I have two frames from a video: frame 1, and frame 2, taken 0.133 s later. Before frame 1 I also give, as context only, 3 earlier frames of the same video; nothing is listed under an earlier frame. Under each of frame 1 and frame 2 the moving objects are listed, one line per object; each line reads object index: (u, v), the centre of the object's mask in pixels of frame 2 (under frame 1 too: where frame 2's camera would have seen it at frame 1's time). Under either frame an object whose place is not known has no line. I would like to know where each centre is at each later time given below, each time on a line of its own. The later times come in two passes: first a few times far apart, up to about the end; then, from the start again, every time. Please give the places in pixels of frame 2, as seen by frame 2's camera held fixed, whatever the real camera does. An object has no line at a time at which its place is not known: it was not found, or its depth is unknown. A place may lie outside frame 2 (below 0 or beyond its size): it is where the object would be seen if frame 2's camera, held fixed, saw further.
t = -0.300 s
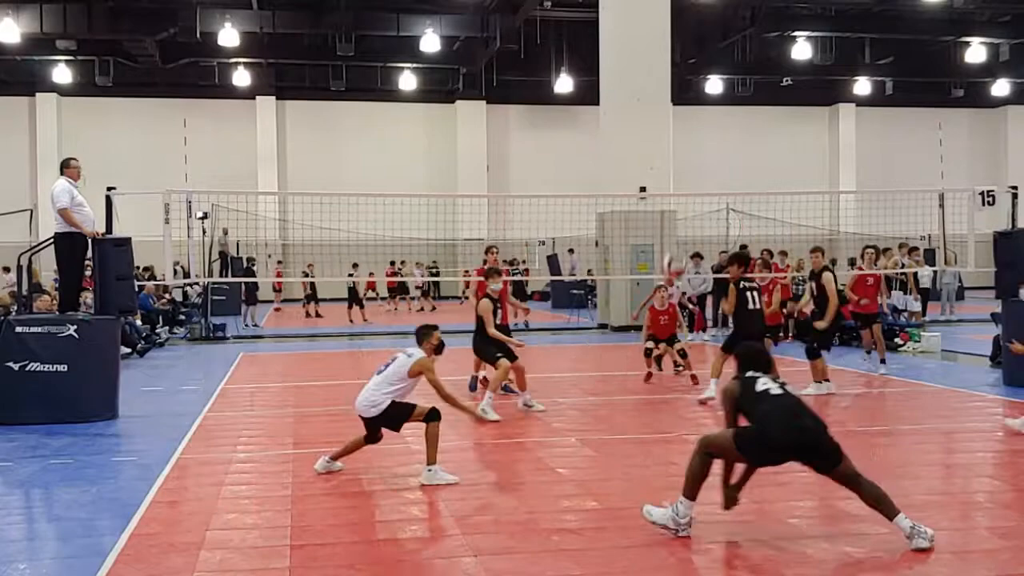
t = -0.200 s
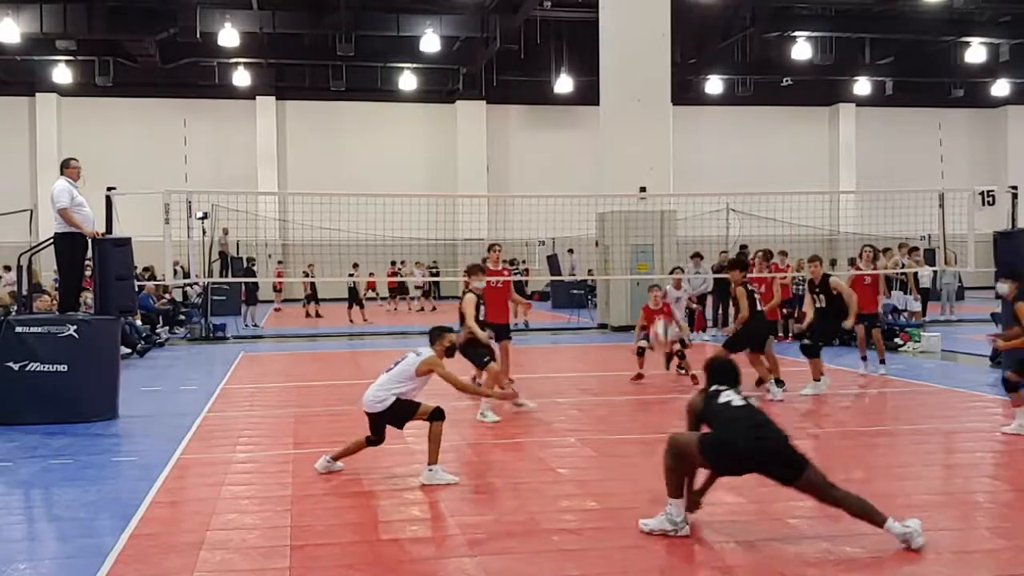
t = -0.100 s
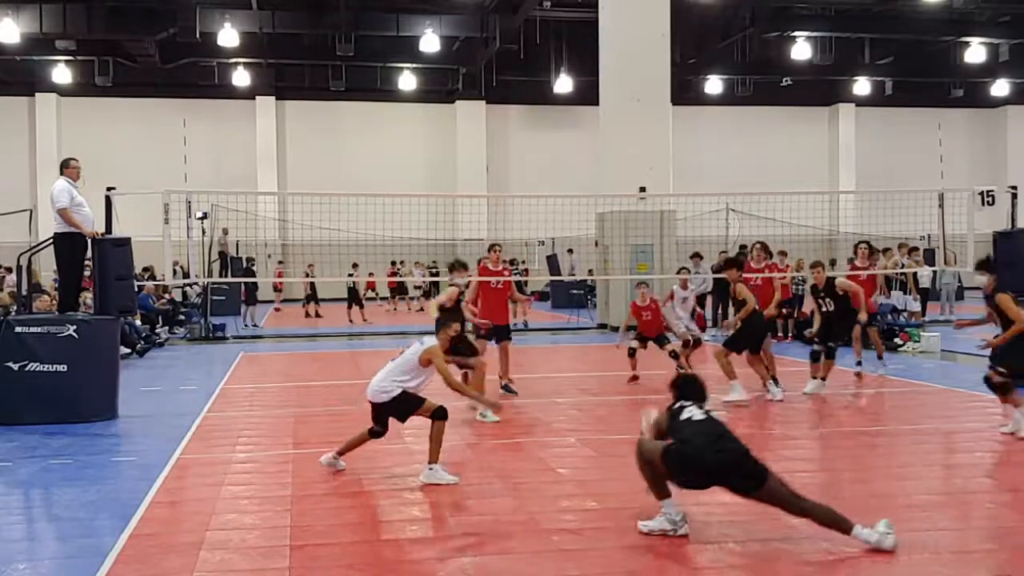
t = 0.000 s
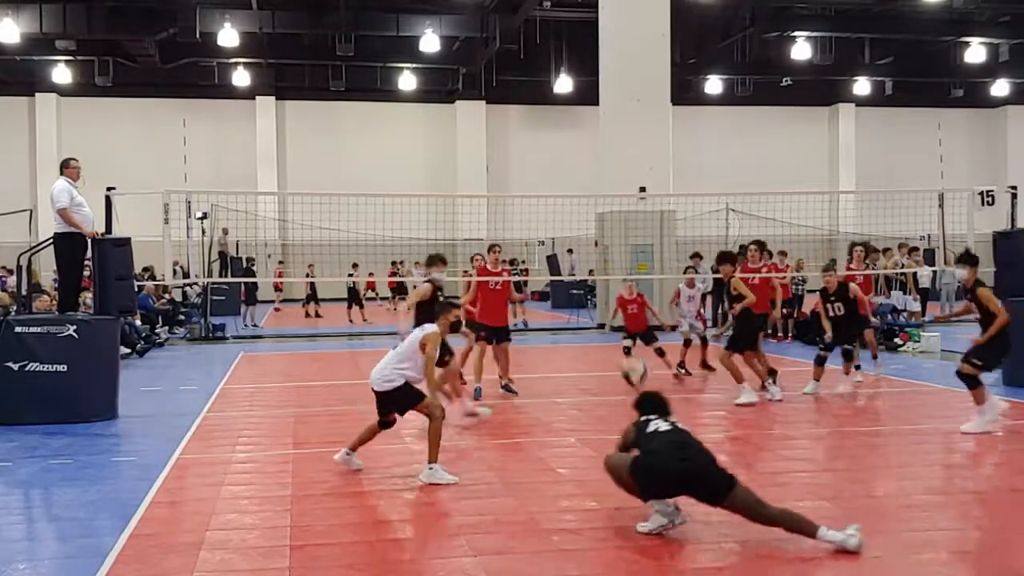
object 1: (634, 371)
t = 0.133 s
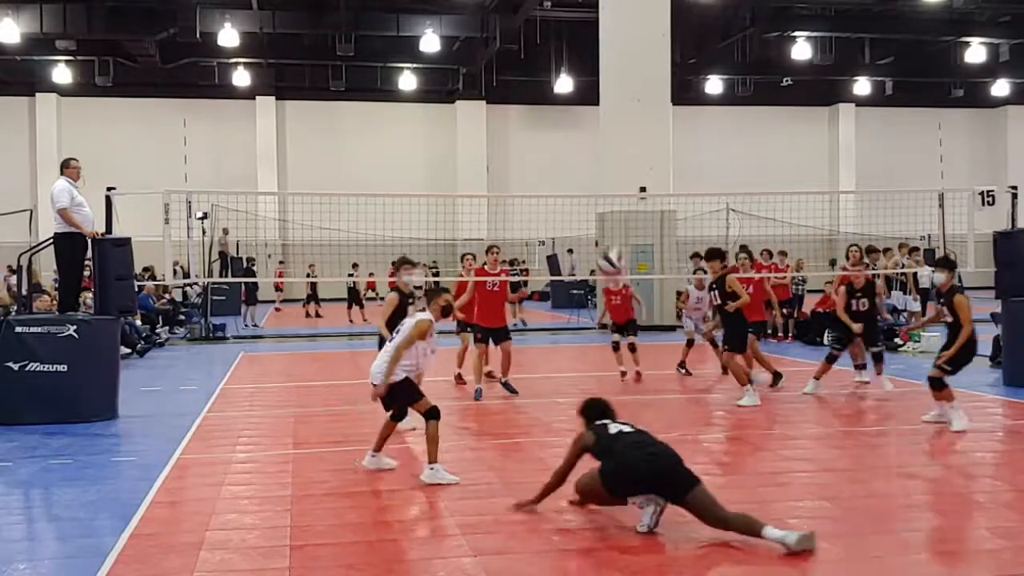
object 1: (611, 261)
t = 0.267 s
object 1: (587, 178)
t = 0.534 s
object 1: (547, 85)
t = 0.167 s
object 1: (604, 240)
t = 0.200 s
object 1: (600, 217)
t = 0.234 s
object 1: (593, 198)
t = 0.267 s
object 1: (587, 178)
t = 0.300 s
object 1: (583, 161)
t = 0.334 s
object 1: (577, 145)
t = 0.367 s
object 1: (572, 130)
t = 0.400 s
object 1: (567, 118)
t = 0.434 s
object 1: (562, 107)
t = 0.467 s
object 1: (557, 99)
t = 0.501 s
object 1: (551, 90)
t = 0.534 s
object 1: (547, 85)
